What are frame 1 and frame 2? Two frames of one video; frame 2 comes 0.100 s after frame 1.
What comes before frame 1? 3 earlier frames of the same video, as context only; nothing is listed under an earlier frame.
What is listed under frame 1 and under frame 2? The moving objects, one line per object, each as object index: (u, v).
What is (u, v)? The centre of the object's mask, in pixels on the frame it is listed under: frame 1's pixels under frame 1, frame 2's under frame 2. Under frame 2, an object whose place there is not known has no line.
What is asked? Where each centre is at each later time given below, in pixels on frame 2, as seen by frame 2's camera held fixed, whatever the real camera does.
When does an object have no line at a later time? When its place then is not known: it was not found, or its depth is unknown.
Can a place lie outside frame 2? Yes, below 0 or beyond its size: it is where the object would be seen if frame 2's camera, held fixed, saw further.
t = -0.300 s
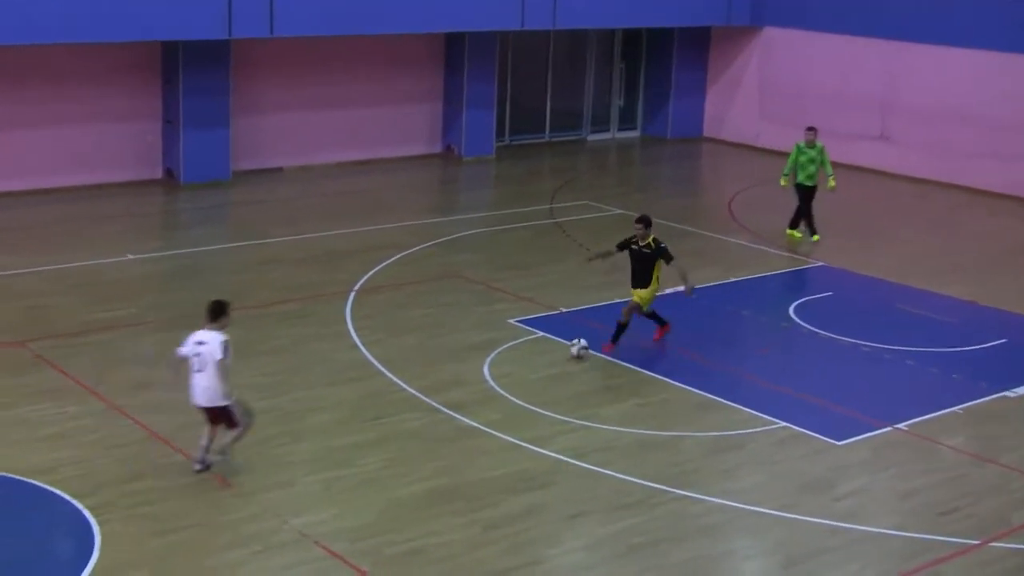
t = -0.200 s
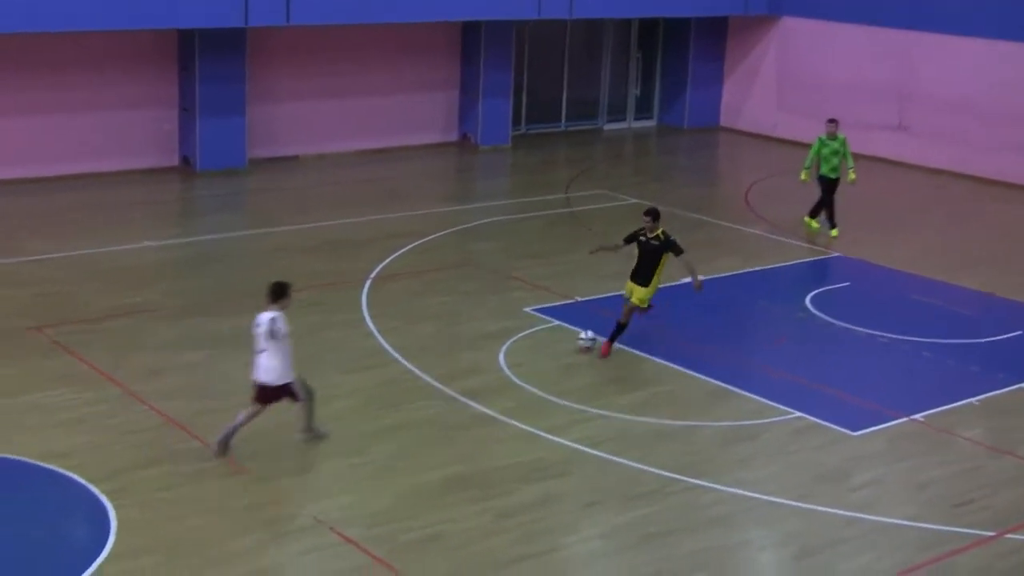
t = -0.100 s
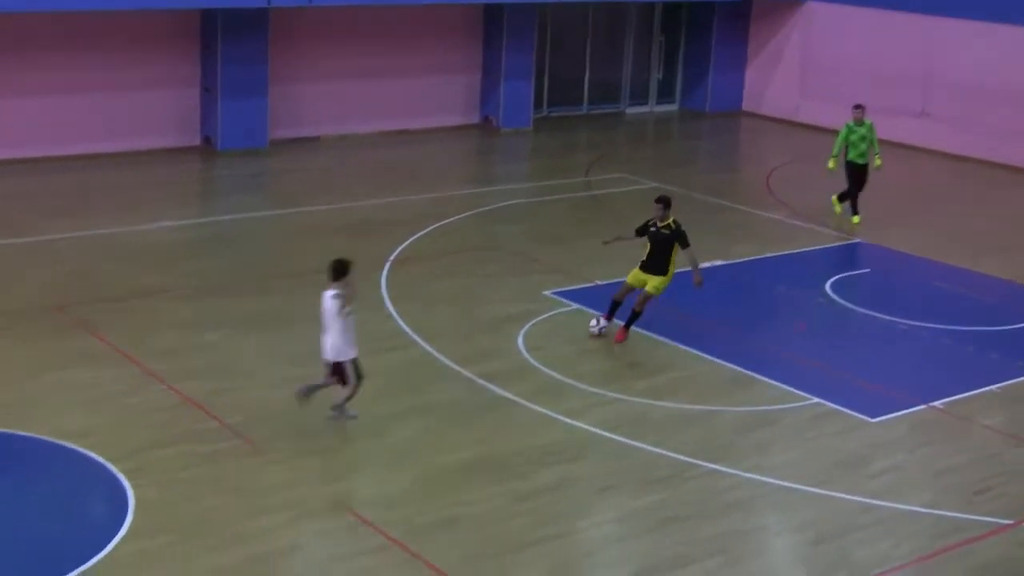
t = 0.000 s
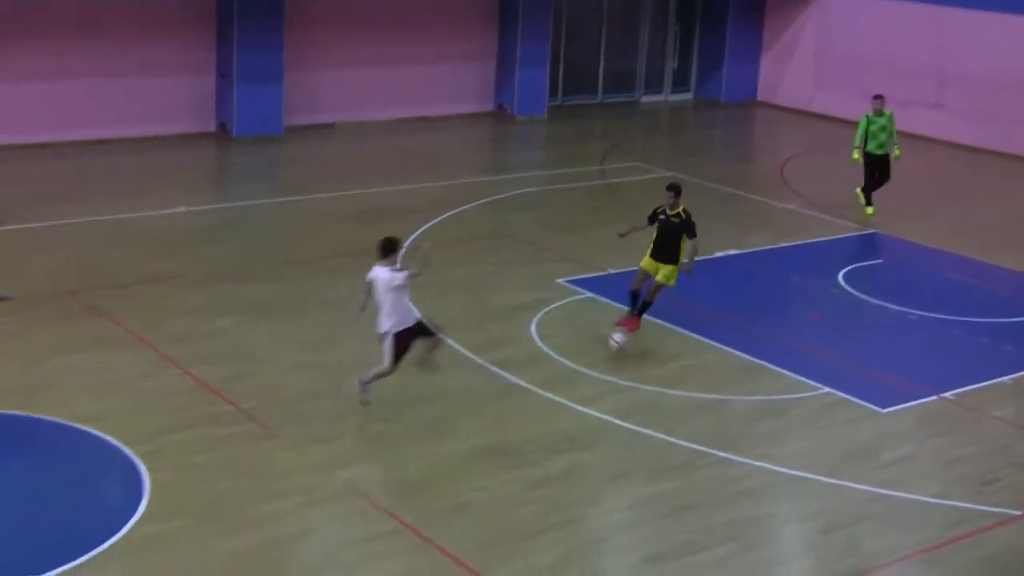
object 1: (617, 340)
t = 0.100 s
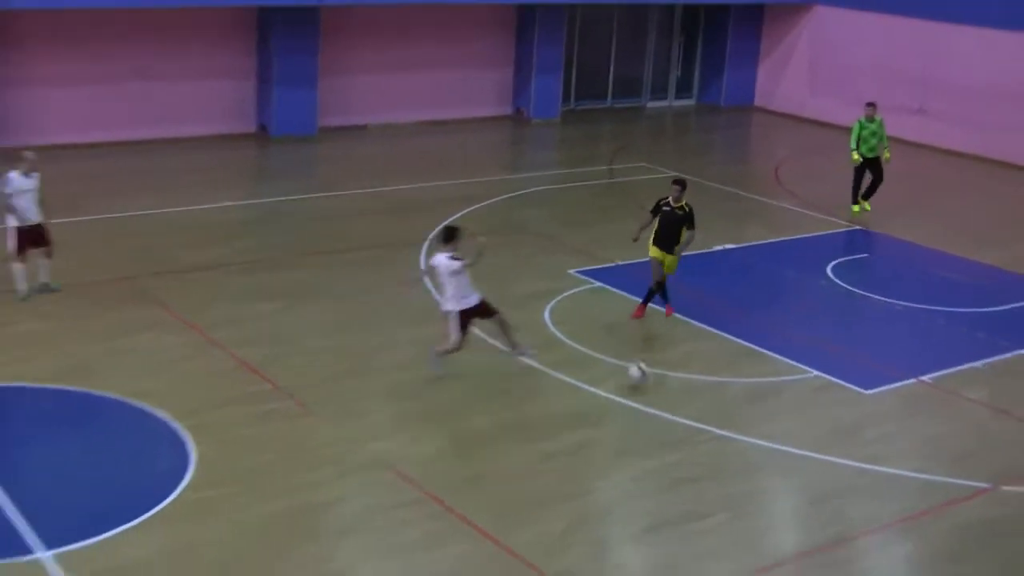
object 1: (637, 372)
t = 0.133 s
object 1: (642, 393)
